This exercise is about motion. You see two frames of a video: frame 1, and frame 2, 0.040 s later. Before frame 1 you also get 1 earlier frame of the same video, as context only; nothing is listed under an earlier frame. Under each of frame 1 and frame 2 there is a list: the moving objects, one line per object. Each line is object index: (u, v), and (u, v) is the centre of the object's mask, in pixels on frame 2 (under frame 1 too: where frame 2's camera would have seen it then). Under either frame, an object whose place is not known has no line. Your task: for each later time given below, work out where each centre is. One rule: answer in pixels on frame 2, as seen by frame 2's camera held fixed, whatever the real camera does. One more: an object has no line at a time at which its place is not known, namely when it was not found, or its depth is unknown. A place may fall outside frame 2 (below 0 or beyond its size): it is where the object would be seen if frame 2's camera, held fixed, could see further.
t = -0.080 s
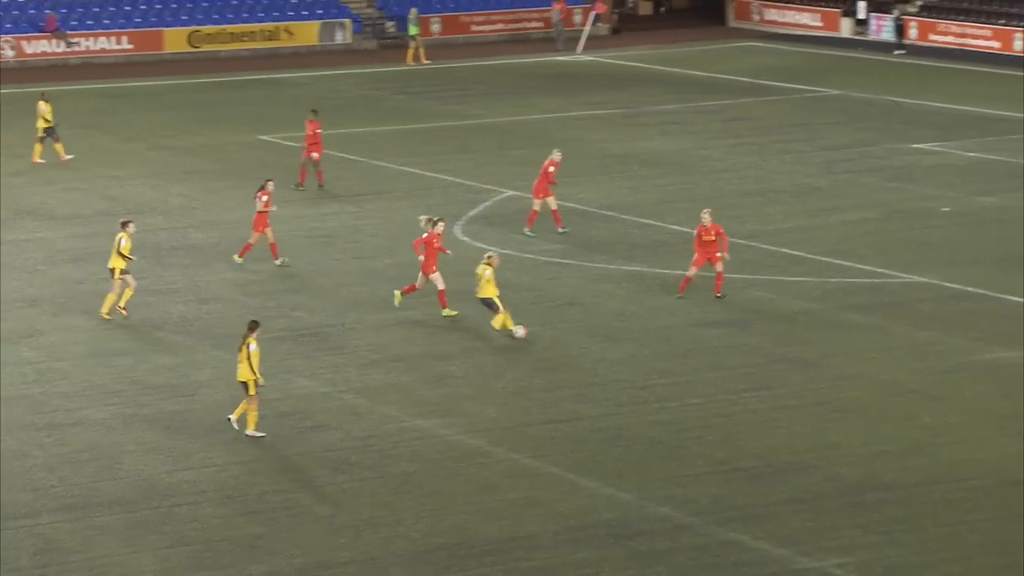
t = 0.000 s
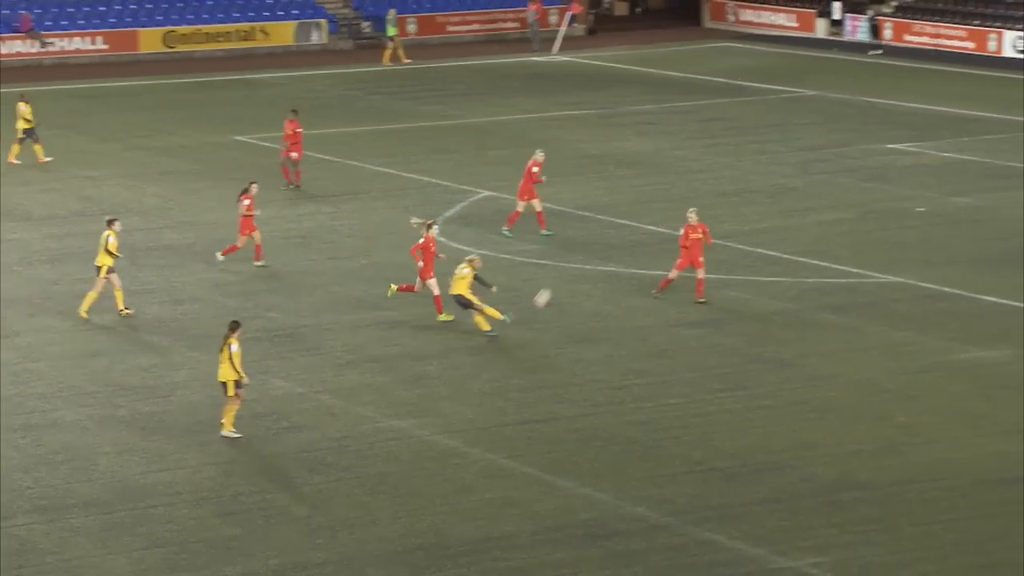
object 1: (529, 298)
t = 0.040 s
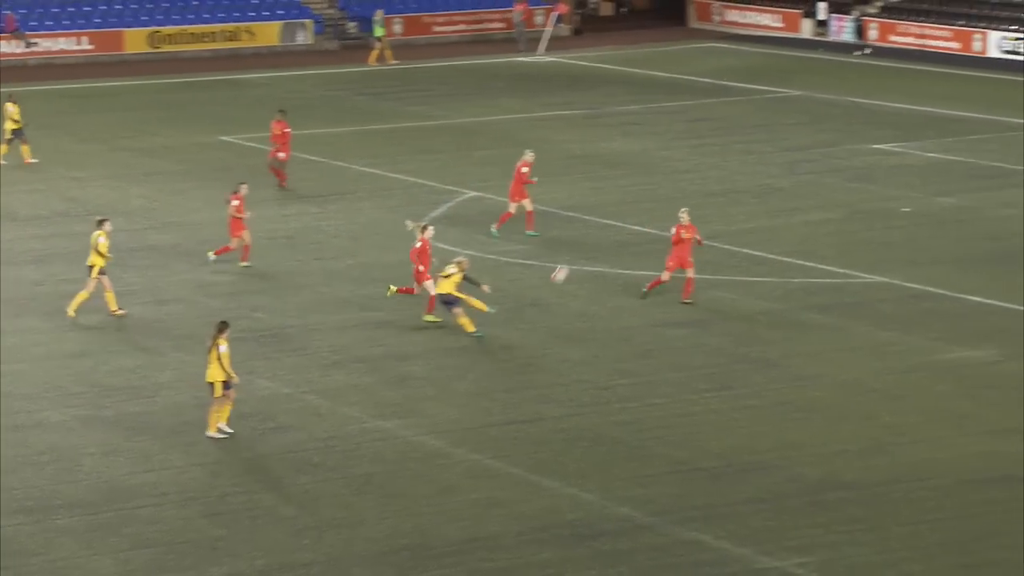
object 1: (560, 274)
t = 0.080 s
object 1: (590, 251)
